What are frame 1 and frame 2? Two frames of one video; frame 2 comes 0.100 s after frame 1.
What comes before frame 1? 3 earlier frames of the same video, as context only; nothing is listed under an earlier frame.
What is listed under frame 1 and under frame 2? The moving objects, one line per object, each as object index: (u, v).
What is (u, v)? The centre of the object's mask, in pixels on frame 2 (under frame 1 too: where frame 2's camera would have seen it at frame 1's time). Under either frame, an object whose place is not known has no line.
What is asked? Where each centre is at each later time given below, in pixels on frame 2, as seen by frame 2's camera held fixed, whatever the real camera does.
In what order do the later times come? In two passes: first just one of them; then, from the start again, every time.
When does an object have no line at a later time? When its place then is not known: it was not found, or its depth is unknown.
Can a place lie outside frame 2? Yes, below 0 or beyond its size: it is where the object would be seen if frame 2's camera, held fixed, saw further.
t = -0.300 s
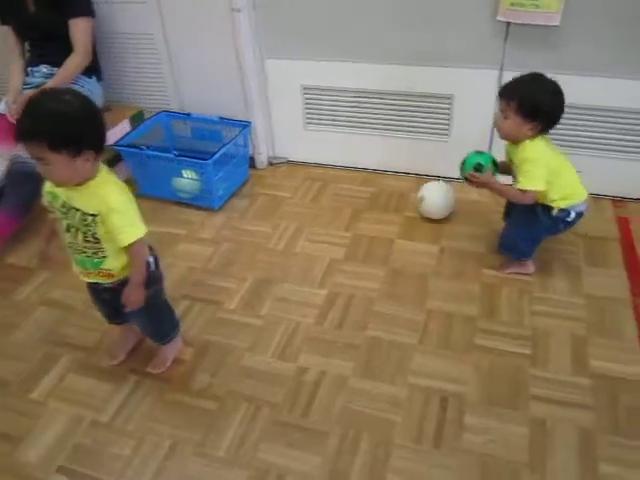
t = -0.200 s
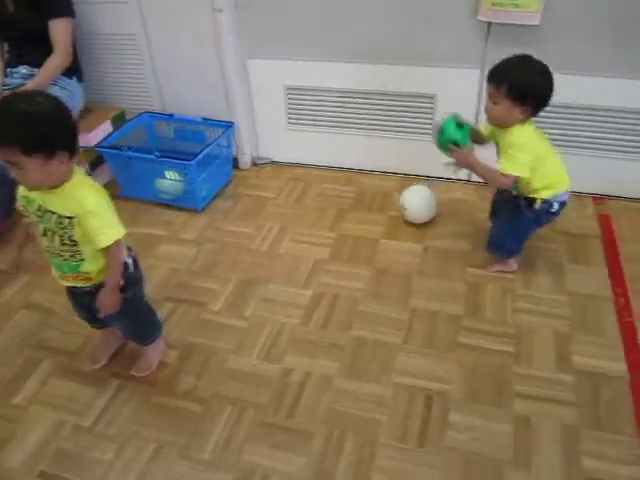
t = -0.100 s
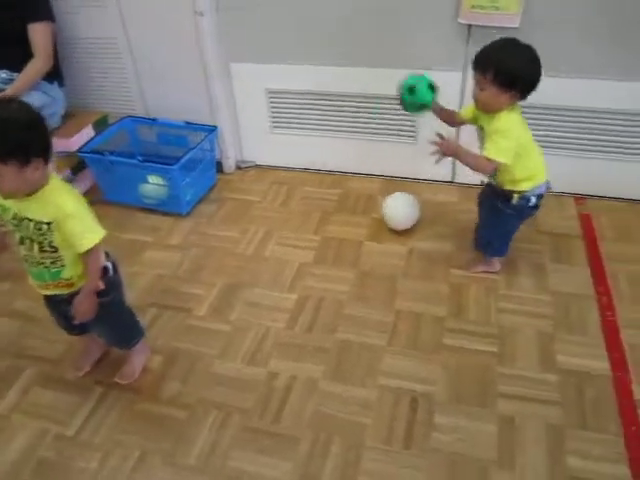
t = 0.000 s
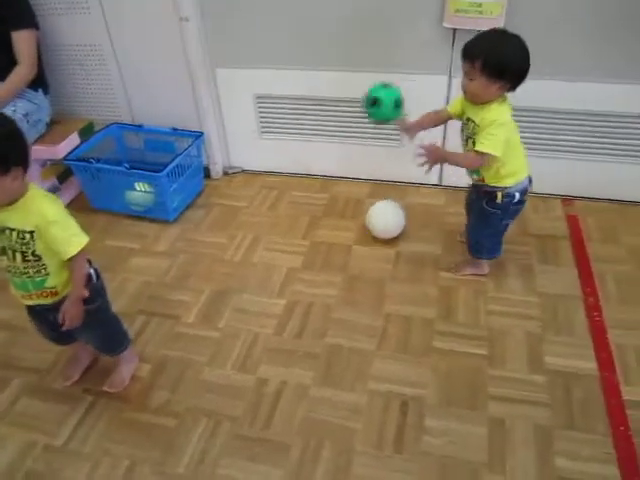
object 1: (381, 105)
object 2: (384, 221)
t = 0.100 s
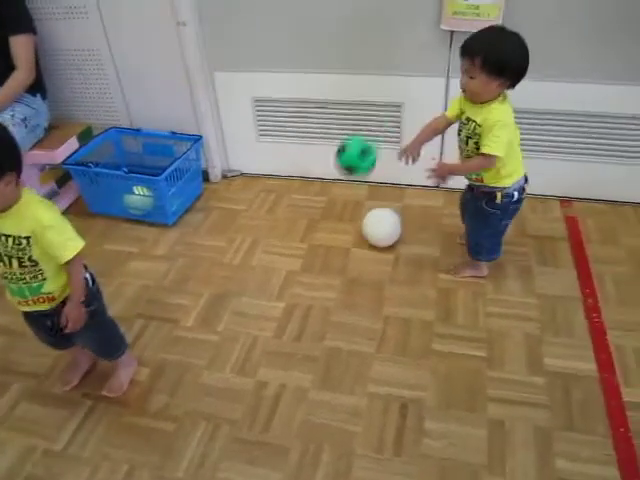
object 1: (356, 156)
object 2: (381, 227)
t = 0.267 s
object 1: (316, 316)
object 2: (376, 236)
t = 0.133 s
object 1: (348, 181)
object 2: (380, 229)
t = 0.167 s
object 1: (341, 212)
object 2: (379, 230)
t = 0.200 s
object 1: (332, 244)
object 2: (378, 232)
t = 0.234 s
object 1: (324, 279)
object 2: (377, 234)
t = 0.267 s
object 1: (316, 316)
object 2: (376, 236)
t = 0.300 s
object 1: (308, 350)
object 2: (374, 237)
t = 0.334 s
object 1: (303, 338)
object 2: (372, 239)
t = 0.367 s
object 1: (298, 322)
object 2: (371, 240)
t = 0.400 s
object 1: (293, 308)
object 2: (370, 242)
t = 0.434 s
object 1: (288, 296)
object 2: (369, 243)
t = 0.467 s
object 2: (367, 245)
